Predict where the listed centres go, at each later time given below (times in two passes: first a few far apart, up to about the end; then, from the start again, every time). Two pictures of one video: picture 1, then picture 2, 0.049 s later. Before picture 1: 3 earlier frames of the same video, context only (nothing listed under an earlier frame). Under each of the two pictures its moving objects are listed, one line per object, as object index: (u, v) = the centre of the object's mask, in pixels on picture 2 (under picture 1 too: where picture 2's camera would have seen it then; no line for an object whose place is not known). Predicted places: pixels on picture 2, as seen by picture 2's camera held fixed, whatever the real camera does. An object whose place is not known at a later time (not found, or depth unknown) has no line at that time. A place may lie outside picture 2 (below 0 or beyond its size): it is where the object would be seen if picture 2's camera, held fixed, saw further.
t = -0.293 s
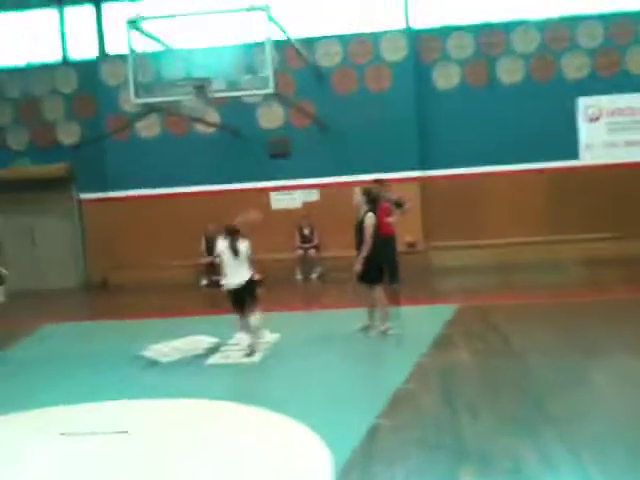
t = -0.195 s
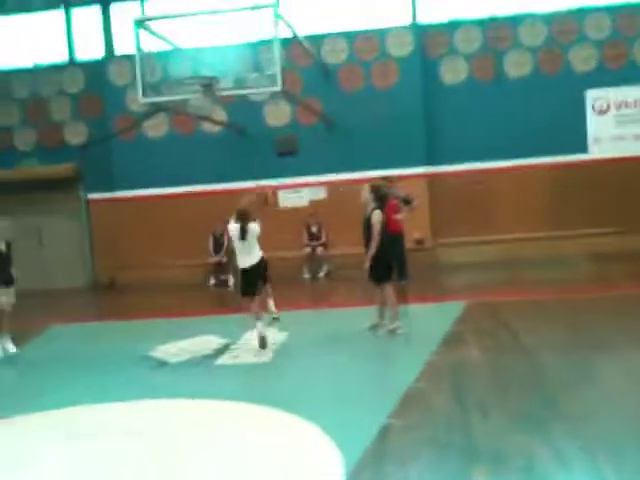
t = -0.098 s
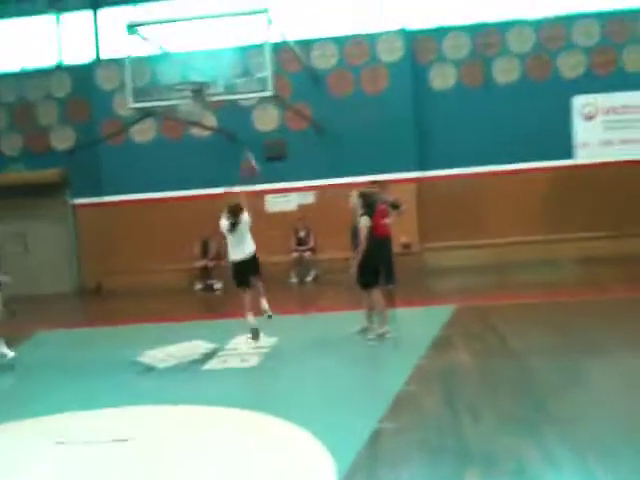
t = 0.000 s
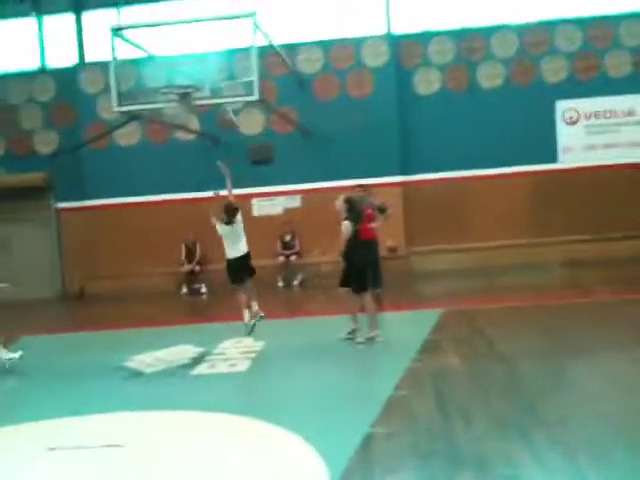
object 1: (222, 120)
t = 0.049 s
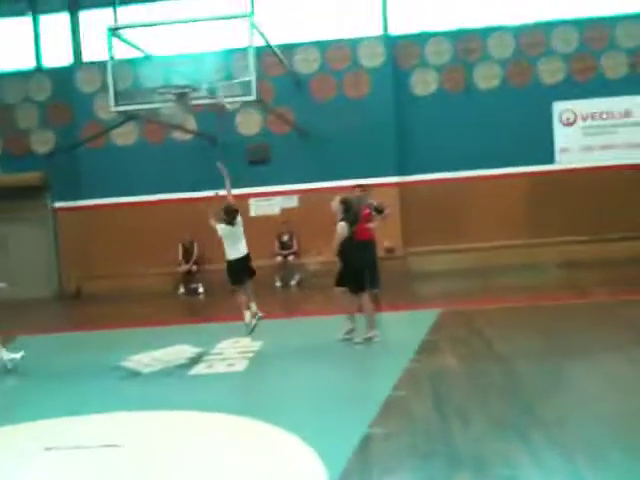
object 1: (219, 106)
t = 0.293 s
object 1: (201, 63)
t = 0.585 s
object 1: (174, 82)
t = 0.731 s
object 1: (166, 118)
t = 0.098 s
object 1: (216, 98)
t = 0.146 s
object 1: (215, 87)
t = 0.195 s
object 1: (212, 77)
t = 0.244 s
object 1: (210, 70)
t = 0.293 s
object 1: (201, 63)
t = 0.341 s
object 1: (197, 61)
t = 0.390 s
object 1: (193, 61)
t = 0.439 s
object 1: (189, 63)
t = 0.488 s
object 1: (185, 65)
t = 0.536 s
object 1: (181, 69)
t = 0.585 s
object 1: (174, 82)
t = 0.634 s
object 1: (169, 92)
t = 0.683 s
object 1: (169, 102)
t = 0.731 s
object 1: (166, 118)
